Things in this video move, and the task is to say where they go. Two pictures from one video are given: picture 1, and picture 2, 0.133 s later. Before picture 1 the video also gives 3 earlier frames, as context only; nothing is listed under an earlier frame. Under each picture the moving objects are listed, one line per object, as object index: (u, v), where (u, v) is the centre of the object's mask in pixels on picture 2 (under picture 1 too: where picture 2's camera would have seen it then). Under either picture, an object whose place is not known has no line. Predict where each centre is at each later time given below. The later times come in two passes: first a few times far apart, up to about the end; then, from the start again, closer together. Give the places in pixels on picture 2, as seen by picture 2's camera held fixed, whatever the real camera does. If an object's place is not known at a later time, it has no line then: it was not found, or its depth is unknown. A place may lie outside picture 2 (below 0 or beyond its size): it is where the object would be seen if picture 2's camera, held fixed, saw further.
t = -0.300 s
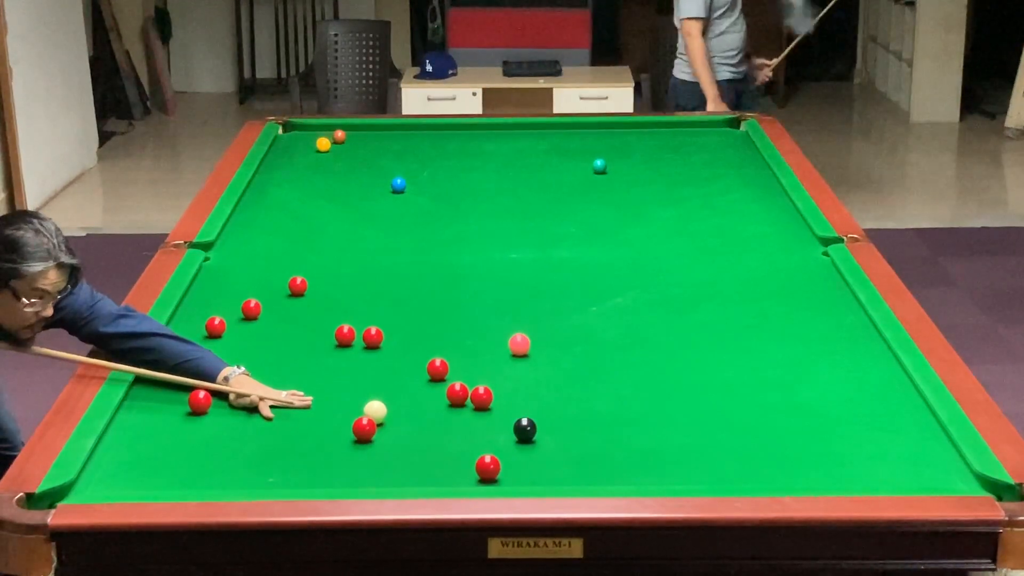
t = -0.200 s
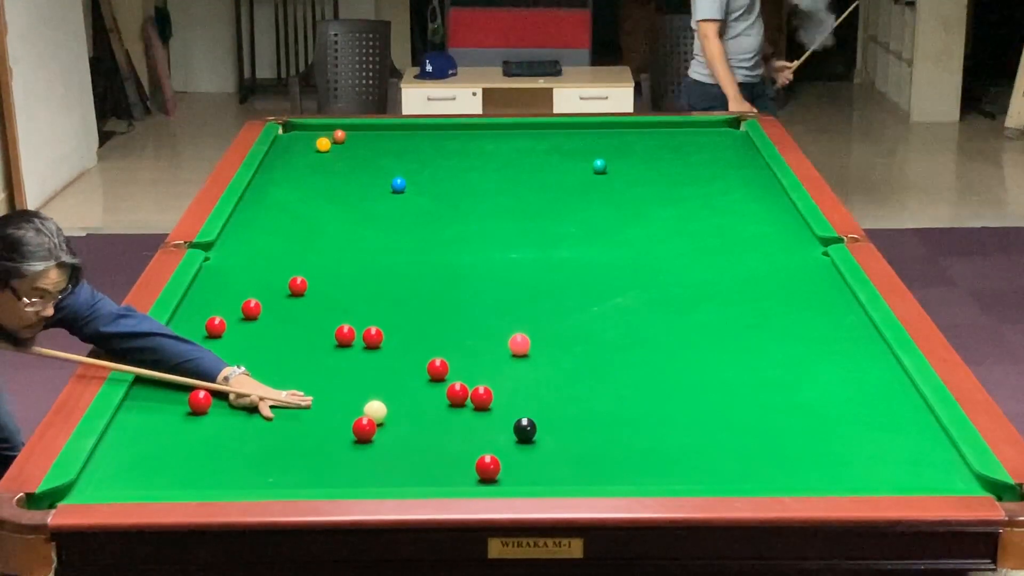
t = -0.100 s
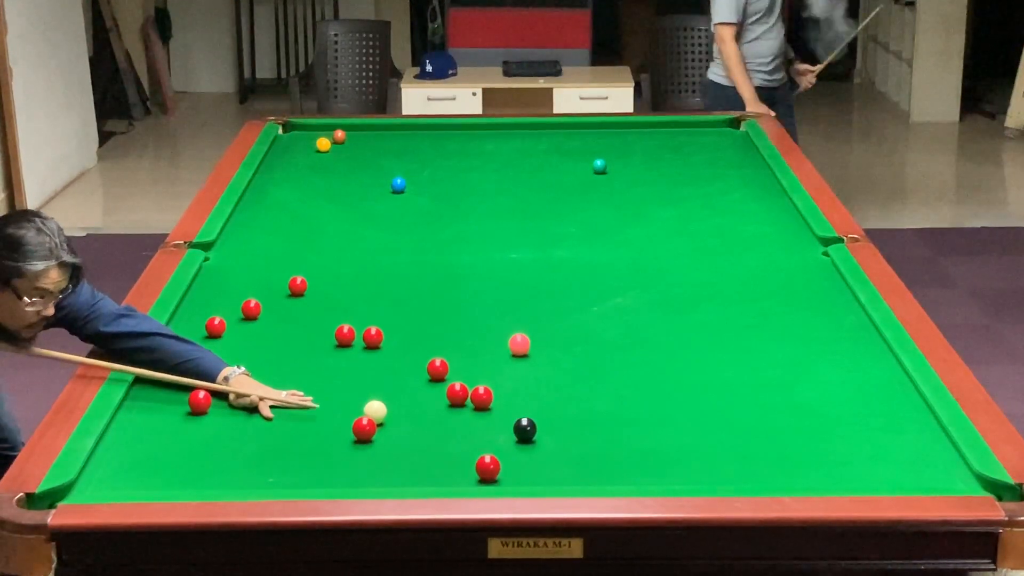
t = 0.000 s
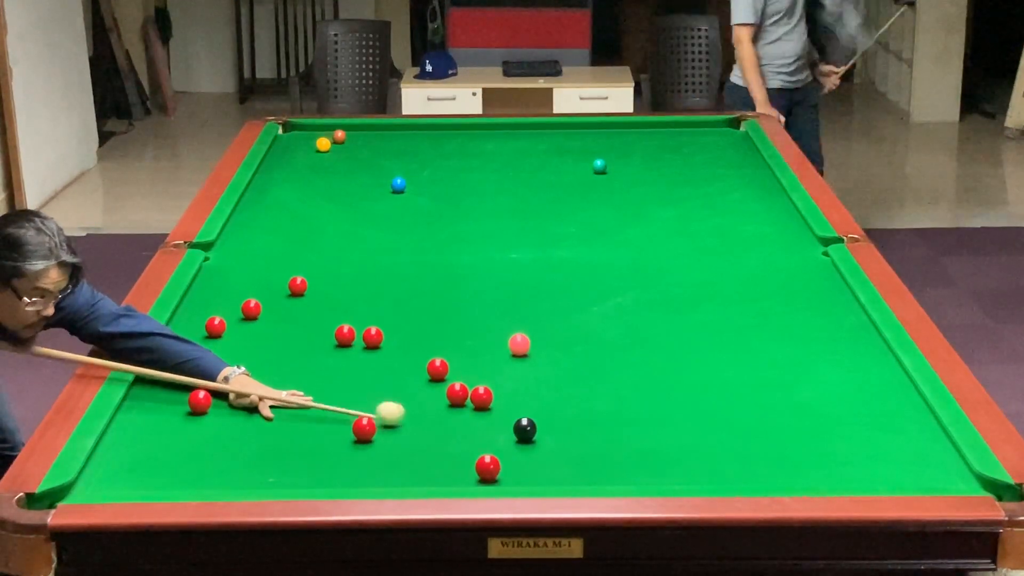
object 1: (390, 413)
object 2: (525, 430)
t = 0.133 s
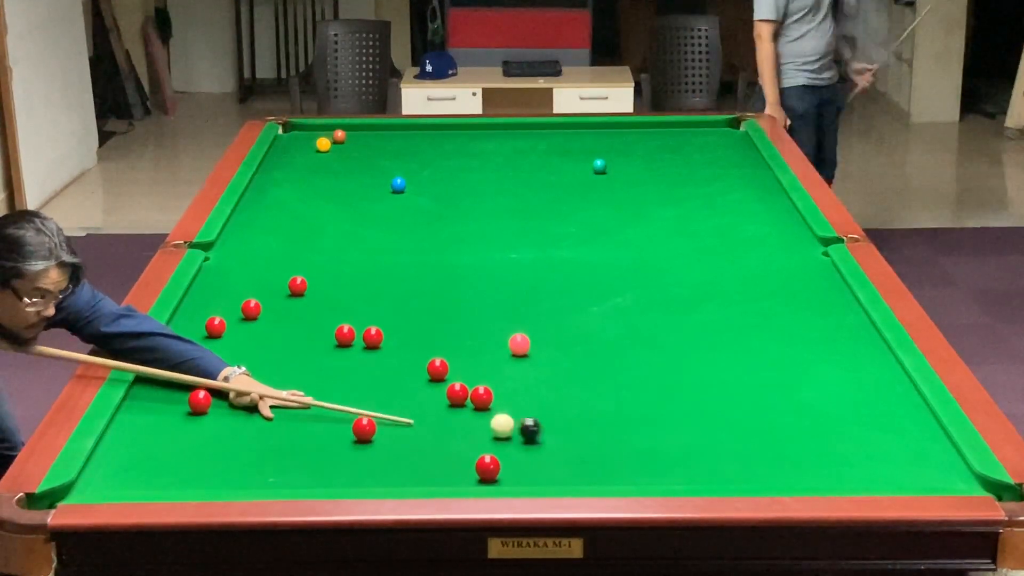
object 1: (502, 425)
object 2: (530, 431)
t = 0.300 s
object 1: (495, 424)
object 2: (651, 447)
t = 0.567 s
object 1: (485, 421)
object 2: (827, 470)
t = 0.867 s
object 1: (476, 418)
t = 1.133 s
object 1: (470, 416)
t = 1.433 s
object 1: (464, 415)
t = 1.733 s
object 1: (462, 415)
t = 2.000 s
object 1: (462, 415)
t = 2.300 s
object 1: (462, 415)
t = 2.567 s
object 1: (462, 415)
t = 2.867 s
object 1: (462, 415)
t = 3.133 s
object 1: (462, 415)
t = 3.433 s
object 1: (462, 415)
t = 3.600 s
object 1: (466, 414)
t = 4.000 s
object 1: (462, 415)
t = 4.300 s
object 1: (462, 415)
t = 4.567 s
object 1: (462, 415)
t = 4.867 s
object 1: (462, 415)
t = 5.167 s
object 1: (462, 415)
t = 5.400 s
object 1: (462, 415)
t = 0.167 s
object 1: (502, 425)
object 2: (554, 434)
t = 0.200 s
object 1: (500, 425)
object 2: (580, 437)
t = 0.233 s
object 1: (499, 424)
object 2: (605, 440)
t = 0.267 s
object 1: (497, 424)
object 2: (628, 444)
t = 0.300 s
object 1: (495, 424)
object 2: (651, 447)
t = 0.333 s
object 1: (494, 423)
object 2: (674, 449)
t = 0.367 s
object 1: (493, 423)
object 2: (694, 452)
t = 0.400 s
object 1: (492, 422)
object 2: (717, 455)
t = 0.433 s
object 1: (490, 422)
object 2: (739, 458)
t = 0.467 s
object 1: (489, 422)
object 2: (760, 461)
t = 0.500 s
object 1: (488, 421)
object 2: (782, 464)
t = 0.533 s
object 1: (486, 421)
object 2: (805, 467)
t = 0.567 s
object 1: (485, 421)
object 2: (827, 470)
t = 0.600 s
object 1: (484, 420)
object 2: (849, 472)
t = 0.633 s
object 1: (483, 420)
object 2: (873, 474)
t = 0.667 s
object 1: (482, 420)
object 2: (895, 475)
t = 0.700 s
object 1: (480, 419)
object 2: (918, 477)
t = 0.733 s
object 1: (479, 419)
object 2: (942, 479)
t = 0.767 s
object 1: (478, 419)
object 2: (964, 481)
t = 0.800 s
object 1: (477, 418)
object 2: (989, 488)
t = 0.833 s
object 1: (477, 418)
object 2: (1006, 496)
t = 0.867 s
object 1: (476, 418)
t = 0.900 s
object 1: (475, 417)
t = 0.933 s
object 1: (474, 417)
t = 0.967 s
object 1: (473, 417)
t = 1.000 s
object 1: (473, 417)
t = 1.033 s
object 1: (472, 417)
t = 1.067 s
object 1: (471, 416)
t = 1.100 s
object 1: (470, 416)
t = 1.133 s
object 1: (470, 416)
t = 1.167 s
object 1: (469, 416)
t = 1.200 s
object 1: (468, 416)
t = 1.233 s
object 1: (468, 416)
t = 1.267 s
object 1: (467, 415)
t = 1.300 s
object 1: (466, 415)
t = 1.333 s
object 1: (466, 415)
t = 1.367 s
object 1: (466, 415)
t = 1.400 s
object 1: (465, 415)
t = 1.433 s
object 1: (464, 415)
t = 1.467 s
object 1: (464, 415)
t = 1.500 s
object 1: (464, 415)
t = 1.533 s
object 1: (463, 415)
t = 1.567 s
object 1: (463, 415)
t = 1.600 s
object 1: (462, 415)
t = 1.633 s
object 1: (462, 415)
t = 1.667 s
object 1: (462, 415)
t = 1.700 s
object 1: (462, 415)
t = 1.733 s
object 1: (462, 415)
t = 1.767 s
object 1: (462, 415)
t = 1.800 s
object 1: (462, 415)
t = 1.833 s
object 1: (462, 415)
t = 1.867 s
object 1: (462, 415)
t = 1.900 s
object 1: (462, 415)
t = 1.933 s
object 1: (462, 415)
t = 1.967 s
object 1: (462, 415)
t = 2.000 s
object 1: (462, 415)
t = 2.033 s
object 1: (462, 415)
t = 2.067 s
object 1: (462, 415)
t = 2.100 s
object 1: (462, 415)
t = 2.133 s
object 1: (462, 415)
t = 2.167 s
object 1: (462, 415)
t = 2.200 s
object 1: (462, 415)
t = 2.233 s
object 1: (462, 415)
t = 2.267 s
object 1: (462, 415)
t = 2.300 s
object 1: (462, 415)
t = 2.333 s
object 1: (462, 415)
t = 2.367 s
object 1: (462, 415)
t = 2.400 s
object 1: (462, 415)
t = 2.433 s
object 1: (462, 415)
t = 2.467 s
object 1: (462, 415)
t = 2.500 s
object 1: (462, 415)
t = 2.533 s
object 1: (462, 415)
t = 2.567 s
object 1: (462, 415)
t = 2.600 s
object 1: (462, 415)
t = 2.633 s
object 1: (462, 415)
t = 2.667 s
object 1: (462, 415)
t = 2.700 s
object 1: (462, 415)
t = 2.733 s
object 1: (462, 415)
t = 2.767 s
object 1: (462, 415)
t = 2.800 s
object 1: (462, 415)
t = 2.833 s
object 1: (462, 415)
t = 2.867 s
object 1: (462, 415)
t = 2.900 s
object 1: (462, 415)
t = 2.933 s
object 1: (462, 415)
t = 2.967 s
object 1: (462, 415)
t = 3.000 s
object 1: (462, 415)
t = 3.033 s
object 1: (462, 415)
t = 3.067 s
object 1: (462, 415)
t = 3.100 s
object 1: (462, 415)
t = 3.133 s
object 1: (462, 415)
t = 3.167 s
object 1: (462, 415)
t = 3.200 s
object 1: (462, 415)
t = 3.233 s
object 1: (462, 415)
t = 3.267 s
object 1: (462, 415)
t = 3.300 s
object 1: (462, 415)
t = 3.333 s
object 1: (462, 415)
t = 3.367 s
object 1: (462, 414)
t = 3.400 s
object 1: (462, 415)
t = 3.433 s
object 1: (462, 415)
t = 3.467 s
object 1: (462, 414)
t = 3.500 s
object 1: (462, 415)
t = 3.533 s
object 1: (466, 414)
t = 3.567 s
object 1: (462, 415)
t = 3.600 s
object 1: (466, 414)
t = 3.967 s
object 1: (462, 415)
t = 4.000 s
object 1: (462, 415)
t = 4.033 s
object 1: (462, 415)
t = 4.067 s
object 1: (462, 415)
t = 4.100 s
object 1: (462, 415)
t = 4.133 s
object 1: (462, 415)
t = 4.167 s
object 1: (462, 415)
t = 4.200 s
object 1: (462, 415)
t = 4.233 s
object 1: (462, 414)
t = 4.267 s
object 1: (462, 415)
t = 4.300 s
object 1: (462, 415)
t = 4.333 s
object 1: (462, 415)
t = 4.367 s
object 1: (462, 415)
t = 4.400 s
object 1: (462, 415)
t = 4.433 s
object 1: (462, 415)
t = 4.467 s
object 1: (462, 415)
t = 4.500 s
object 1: (462, 415)
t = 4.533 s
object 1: (462, 415)
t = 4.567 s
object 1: (462, 415)
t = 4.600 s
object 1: (462, 415)
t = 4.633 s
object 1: (462, 415)
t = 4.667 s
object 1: (462, 415)
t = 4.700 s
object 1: (462, 415)
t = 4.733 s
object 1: (462, 415)
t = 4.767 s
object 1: (462, 415)
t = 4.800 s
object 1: (462, 415)
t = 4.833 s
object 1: (462, 415)
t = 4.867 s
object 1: (462, 415)
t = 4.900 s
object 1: (462, 415)
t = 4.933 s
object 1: (462, 415)
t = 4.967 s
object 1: (462, 415)
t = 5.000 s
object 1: (462, 415)
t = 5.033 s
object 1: (462, 415)
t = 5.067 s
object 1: (462, 415)
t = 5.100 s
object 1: (462, 415)
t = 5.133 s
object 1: (462, 415)
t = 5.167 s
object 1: (462, 415)
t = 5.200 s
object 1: (462, 415)
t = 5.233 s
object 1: (462, 415)
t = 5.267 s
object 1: (462, 415)
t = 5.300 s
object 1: (462, 415)
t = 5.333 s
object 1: (462, 415)
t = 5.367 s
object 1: (462, 415)
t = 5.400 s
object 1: (462, 415)
